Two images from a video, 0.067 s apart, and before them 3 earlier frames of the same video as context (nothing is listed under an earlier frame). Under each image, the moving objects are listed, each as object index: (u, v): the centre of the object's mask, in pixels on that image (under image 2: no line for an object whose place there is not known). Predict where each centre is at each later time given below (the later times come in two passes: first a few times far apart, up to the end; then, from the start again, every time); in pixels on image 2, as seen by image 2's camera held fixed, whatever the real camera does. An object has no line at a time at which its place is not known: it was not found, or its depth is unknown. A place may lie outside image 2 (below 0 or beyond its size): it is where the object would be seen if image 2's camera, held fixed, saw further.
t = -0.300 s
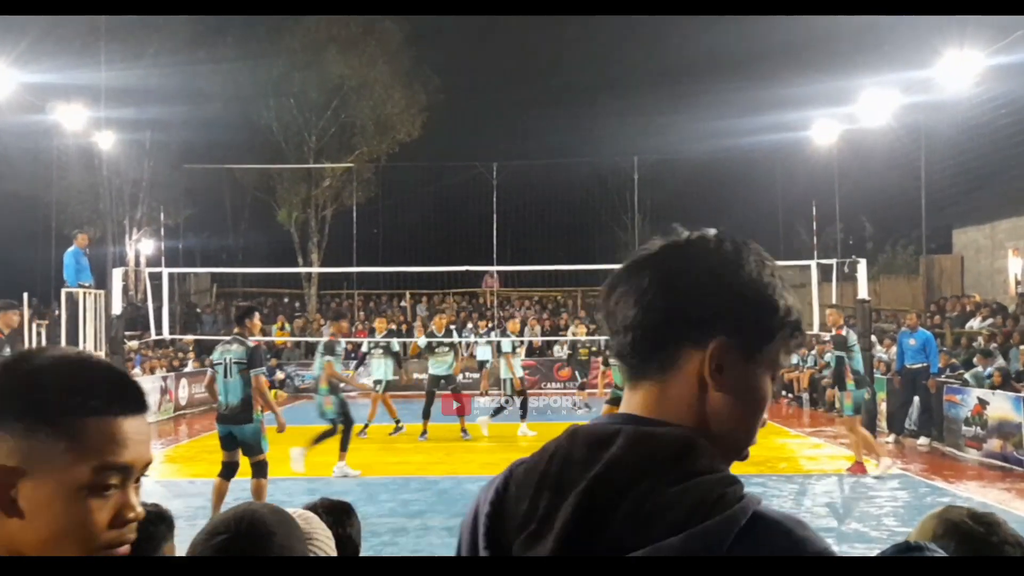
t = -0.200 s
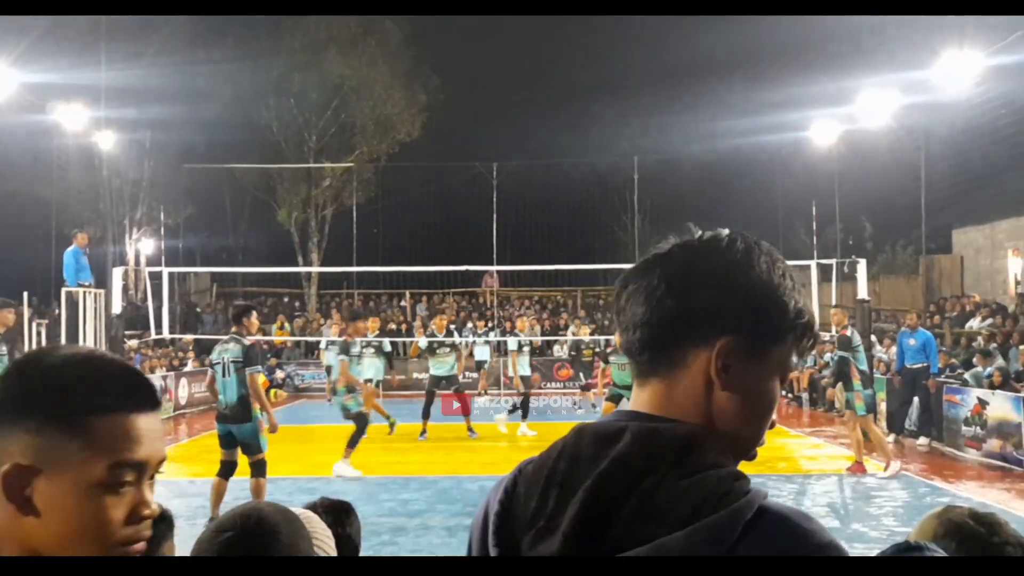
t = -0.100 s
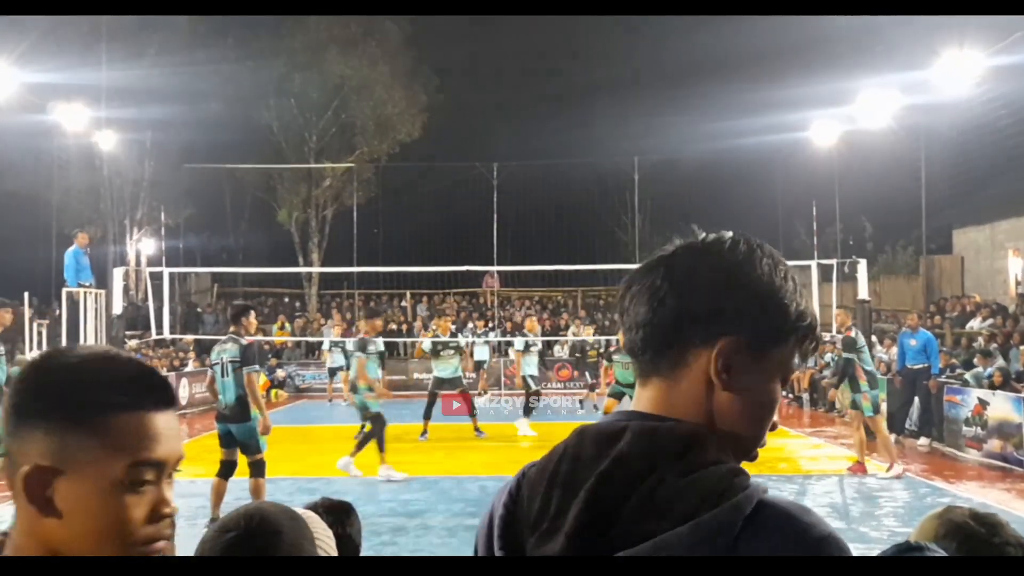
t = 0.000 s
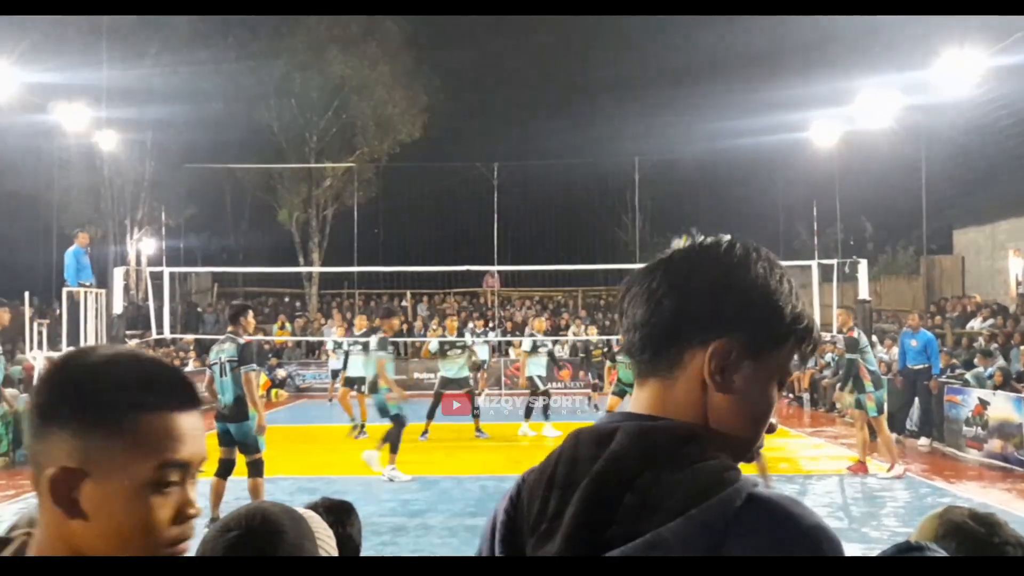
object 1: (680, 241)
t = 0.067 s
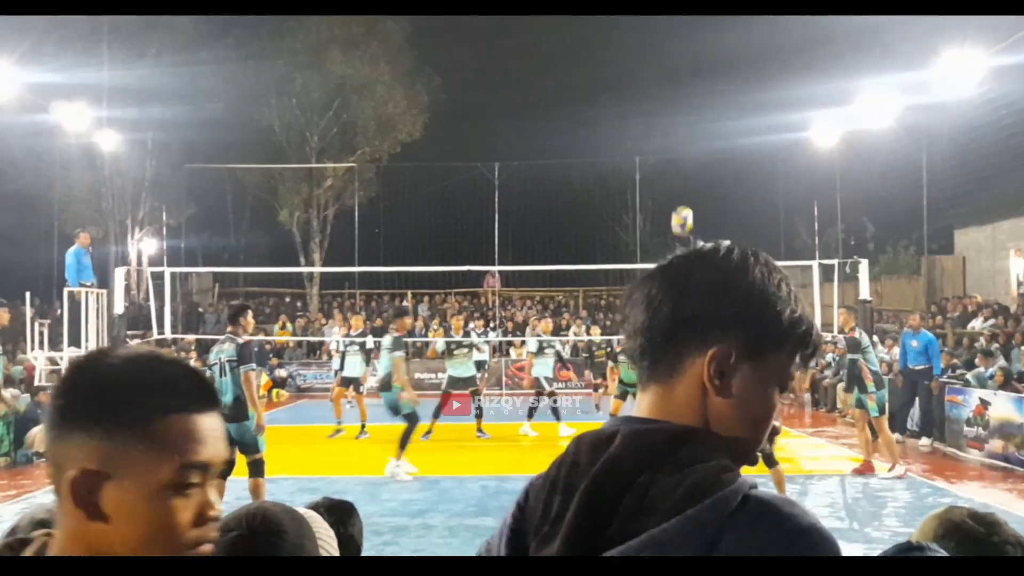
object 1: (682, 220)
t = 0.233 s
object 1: (681, 167)
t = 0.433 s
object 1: (680, 143)
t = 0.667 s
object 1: (681, 158)
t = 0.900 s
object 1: (682, 216)
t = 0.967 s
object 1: (683, 239)
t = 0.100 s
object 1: (682, 207)
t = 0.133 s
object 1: (682, 196)
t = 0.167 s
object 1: (681, 185)
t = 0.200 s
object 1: (680, 172)
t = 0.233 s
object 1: (681, 167)
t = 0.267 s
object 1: (681, 161)
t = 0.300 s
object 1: (681, 155)
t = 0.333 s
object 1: (681, 150)
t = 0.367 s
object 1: (681, 147)
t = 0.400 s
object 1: (681, 145)
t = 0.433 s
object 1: (680, 143)
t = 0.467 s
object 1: (680, 143)
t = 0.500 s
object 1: (680, 143)
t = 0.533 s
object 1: (680, 144)
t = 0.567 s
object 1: (680, 146)
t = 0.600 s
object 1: (681, 149)
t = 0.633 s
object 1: (681, 153)
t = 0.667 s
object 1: (681, 158)
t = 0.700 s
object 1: (681, 164)
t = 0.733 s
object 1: (681, 170)
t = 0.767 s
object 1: (681, 178)
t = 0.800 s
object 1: (681, 186)
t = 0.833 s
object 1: (682, 194)
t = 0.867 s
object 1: (682, 205)
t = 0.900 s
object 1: (682, 216)
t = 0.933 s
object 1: (683, 227)
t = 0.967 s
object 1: (683, 239)
